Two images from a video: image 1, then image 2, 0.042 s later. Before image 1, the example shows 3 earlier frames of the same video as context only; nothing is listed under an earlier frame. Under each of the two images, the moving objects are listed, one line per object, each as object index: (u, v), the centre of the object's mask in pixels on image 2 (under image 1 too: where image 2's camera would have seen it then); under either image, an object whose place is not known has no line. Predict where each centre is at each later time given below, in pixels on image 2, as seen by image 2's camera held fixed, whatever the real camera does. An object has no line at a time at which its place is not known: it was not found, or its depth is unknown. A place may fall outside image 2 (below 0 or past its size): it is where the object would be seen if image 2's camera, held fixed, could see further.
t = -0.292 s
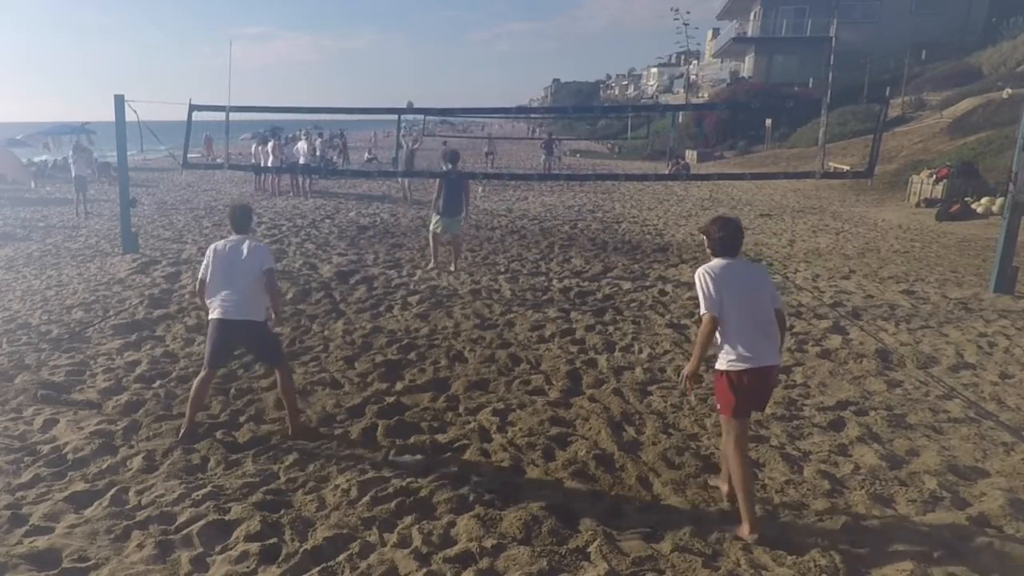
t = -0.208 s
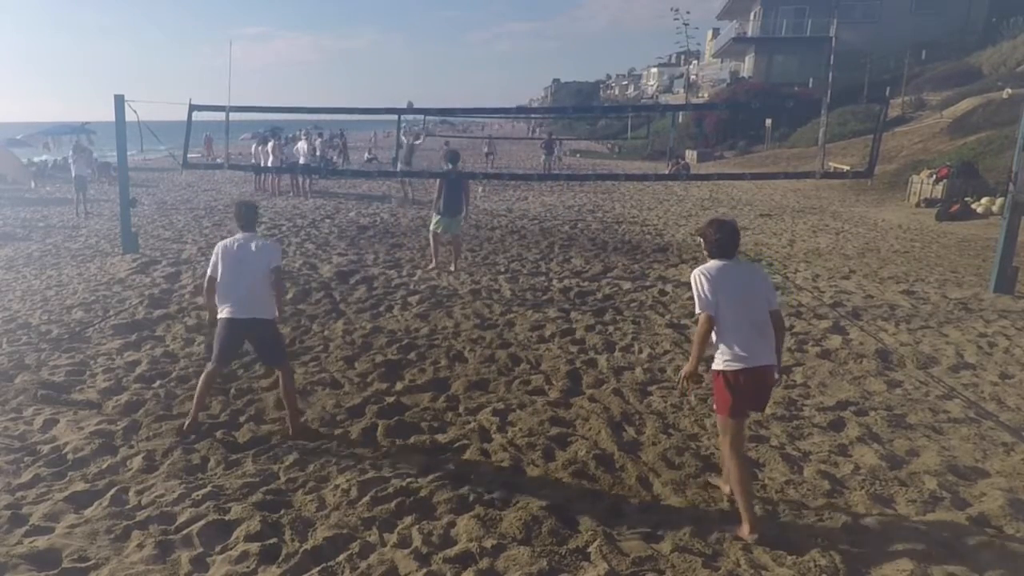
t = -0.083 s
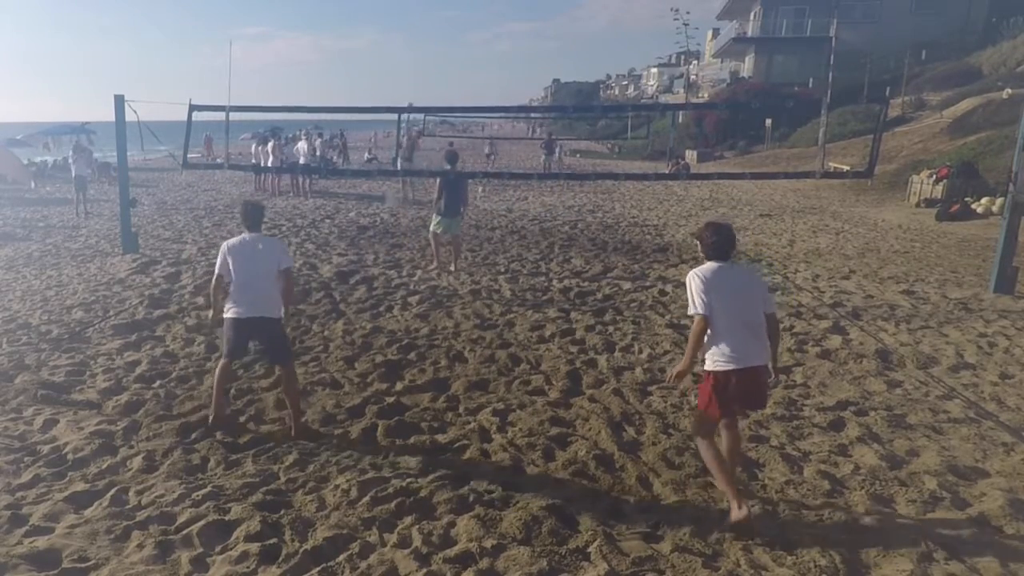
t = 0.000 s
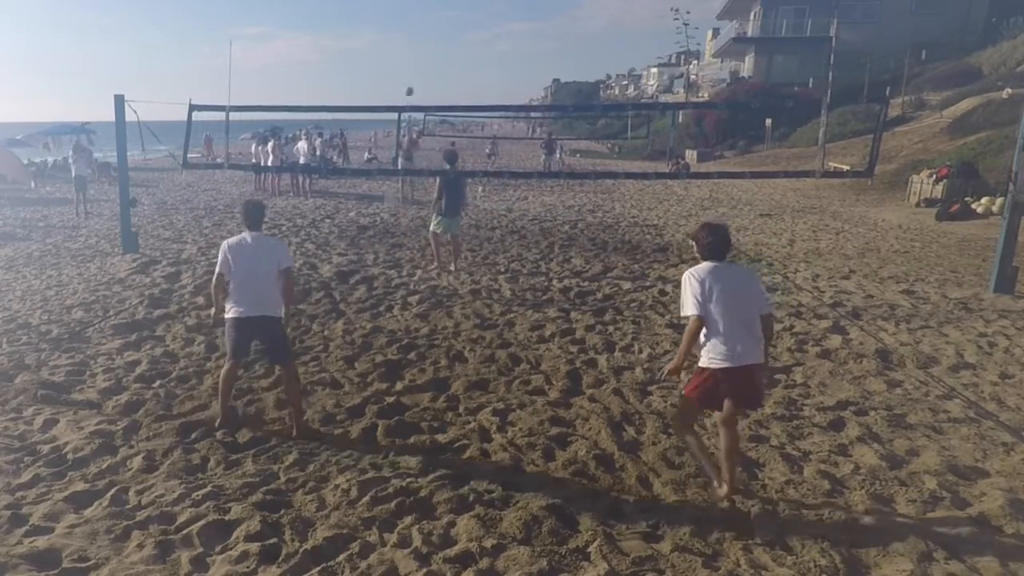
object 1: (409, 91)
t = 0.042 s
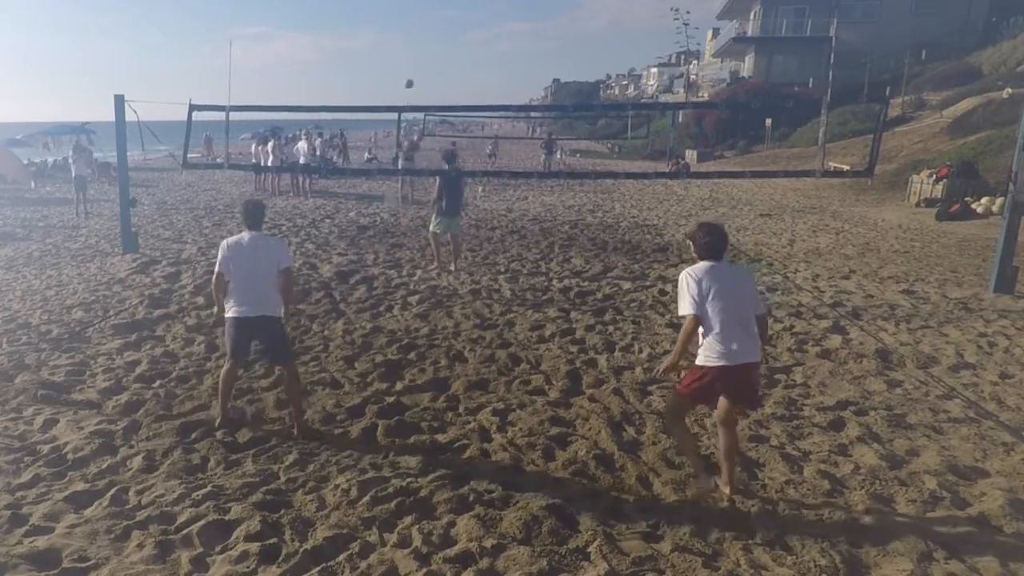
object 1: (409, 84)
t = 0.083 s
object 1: (408, 76)
